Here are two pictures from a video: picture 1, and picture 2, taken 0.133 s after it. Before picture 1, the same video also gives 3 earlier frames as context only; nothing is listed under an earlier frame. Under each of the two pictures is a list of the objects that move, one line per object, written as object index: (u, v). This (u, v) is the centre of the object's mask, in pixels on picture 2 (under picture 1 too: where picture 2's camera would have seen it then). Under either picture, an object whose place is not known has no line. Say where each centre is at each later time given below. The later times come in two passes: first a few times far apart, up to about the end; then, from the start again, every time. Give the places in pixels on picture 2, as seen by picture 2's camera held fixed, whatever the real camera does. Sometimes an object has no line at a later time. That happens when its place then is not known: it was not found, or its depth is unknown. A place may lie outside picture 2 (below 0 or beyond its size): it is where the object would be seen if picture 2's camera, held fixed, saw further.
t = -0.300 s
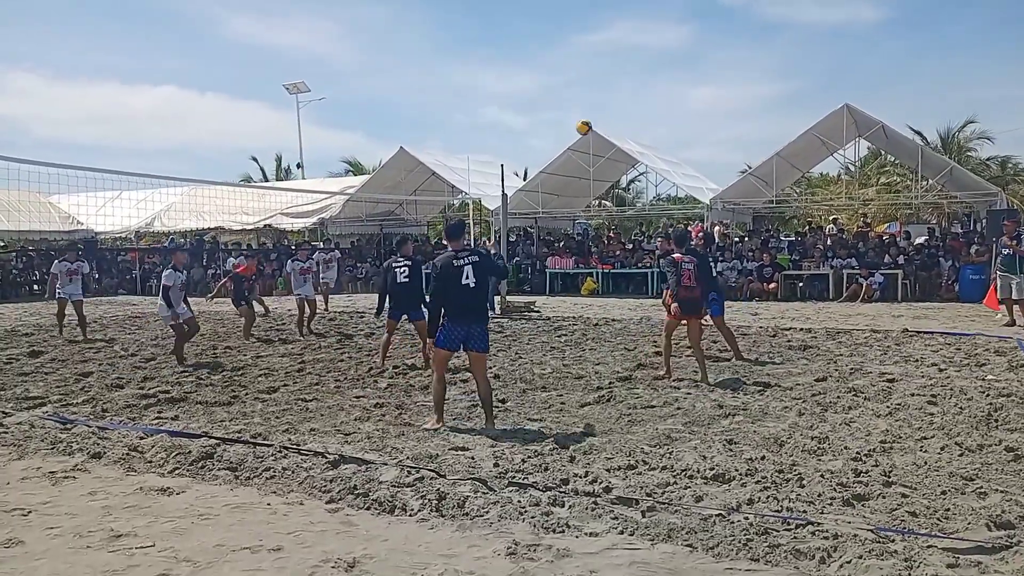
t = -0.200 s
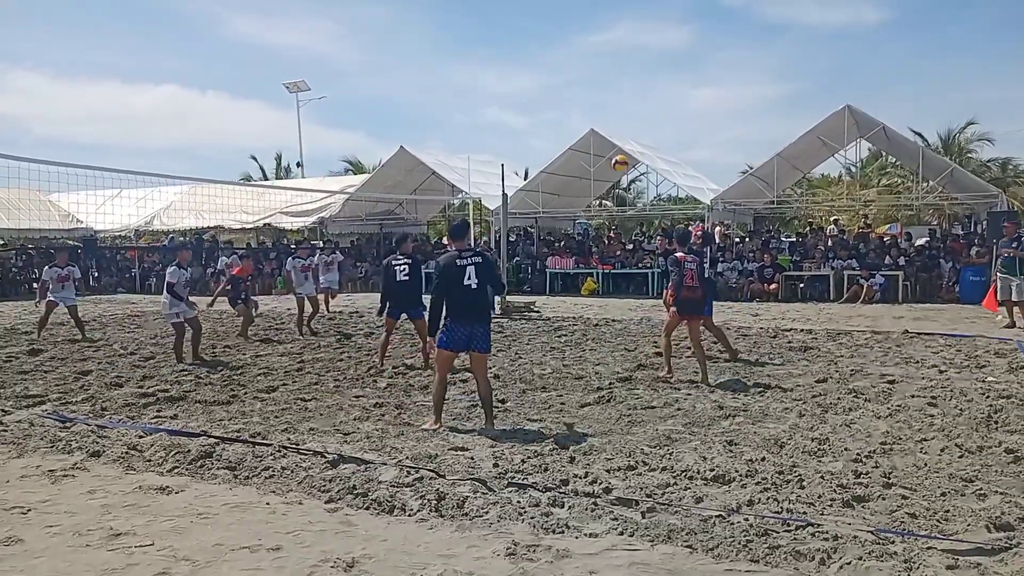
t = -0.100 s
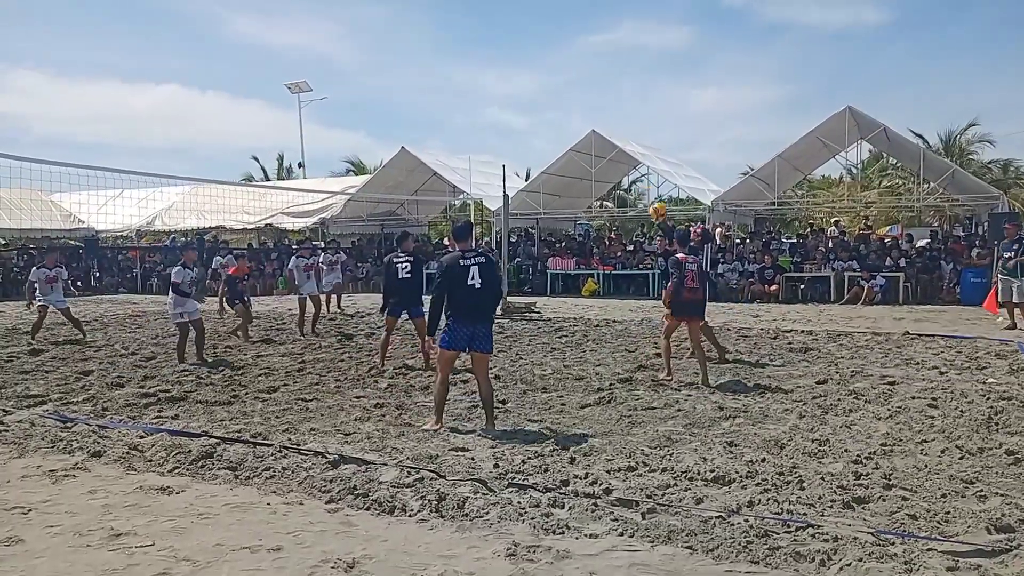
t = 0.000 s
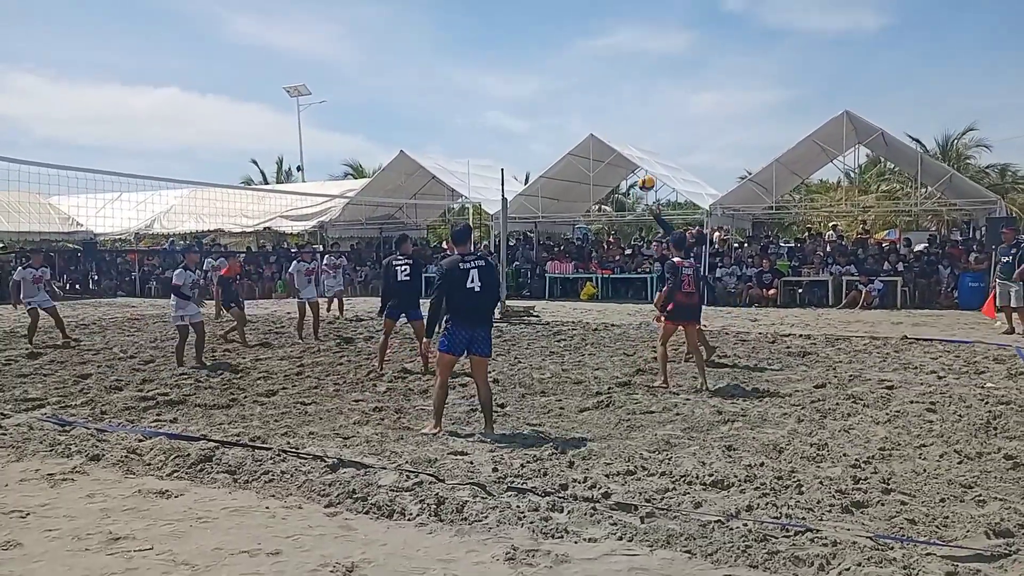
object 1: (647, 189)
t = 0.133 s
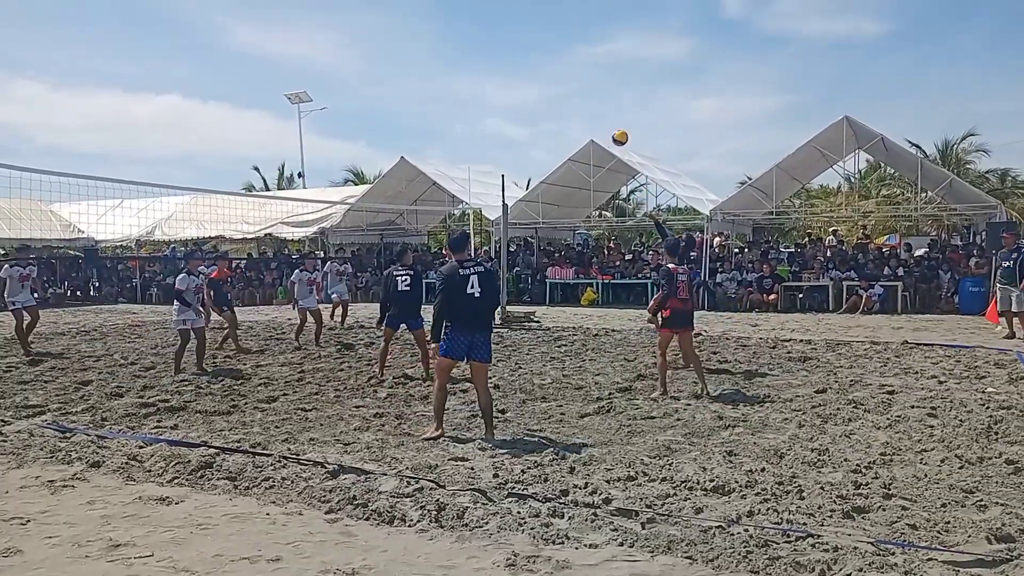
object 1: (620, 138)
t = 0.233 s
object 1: (600, 110)
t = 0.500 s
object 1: (550, 78)
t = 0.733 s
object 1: (510, 94)
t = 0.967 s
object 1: (474, 147)
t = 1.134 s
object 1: (449, 205)
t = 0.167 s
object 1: (613, 128)
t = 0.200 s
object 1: (606, 119)
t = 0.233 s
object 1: (600, 110)
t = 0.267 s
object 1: (594, 103)
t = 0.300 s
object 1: (587, 97)
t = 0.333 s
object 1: (580, 91)
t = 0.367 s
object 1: (574, 87)
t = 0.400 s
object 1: (568, 84)
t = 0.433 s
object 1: (562, 81)
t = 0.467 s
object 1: (556, 79)
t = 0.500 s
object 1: (550, 78)
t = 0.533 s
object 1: (543, 78)
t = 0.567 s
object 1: (537, 79)
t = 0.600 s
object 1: (531, 80)
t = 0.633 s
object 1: (526, 83)
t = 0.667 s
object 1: (521, 86)
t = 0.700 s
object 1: (515, 90)
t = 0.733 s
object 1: (510, 94)
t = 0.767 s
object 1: (505, 100)
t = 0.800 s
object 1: (499, 106)
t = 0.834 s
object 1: (494, 113)
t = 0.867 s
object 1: (489, 120)
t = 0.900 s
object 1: (484, 129)
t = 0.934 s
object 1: (479, 137)
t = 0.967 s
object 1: (474, 147)
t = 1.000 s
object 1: (469, 157)
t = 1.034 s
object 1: (465, 168)
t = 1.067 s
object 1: (460, 180)
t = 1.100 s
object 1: (455, 192)
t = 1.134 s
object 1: (449, 205)
